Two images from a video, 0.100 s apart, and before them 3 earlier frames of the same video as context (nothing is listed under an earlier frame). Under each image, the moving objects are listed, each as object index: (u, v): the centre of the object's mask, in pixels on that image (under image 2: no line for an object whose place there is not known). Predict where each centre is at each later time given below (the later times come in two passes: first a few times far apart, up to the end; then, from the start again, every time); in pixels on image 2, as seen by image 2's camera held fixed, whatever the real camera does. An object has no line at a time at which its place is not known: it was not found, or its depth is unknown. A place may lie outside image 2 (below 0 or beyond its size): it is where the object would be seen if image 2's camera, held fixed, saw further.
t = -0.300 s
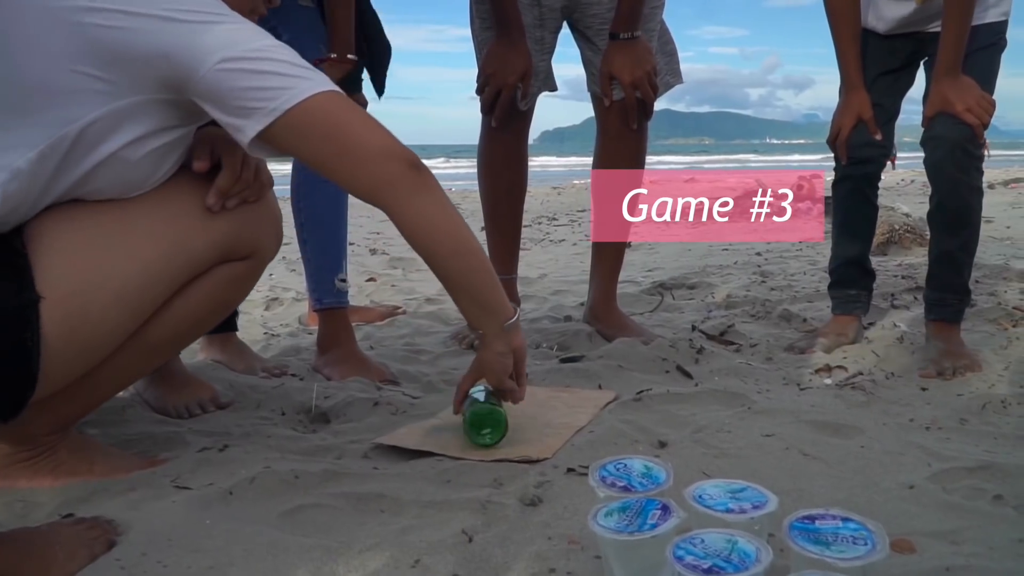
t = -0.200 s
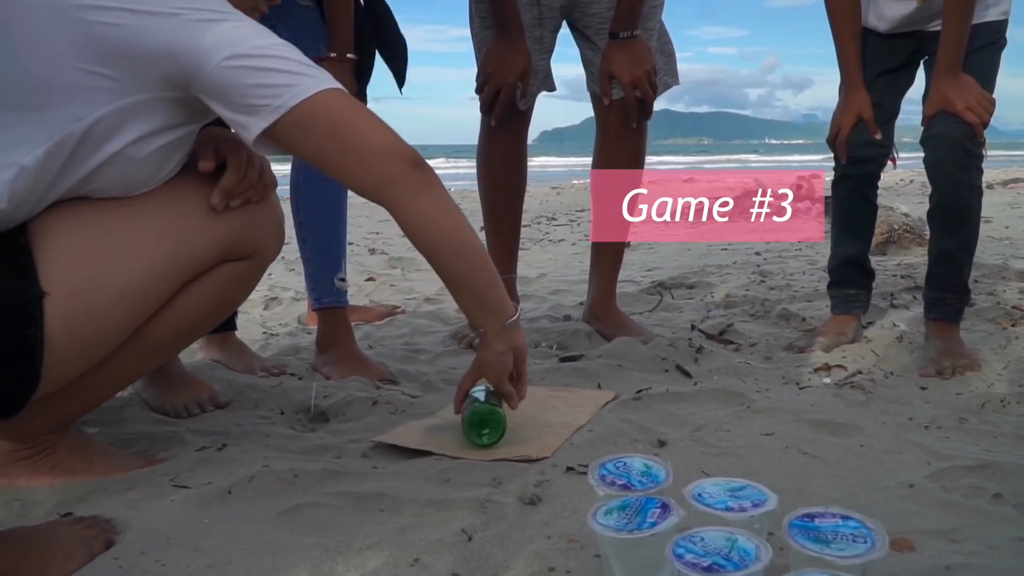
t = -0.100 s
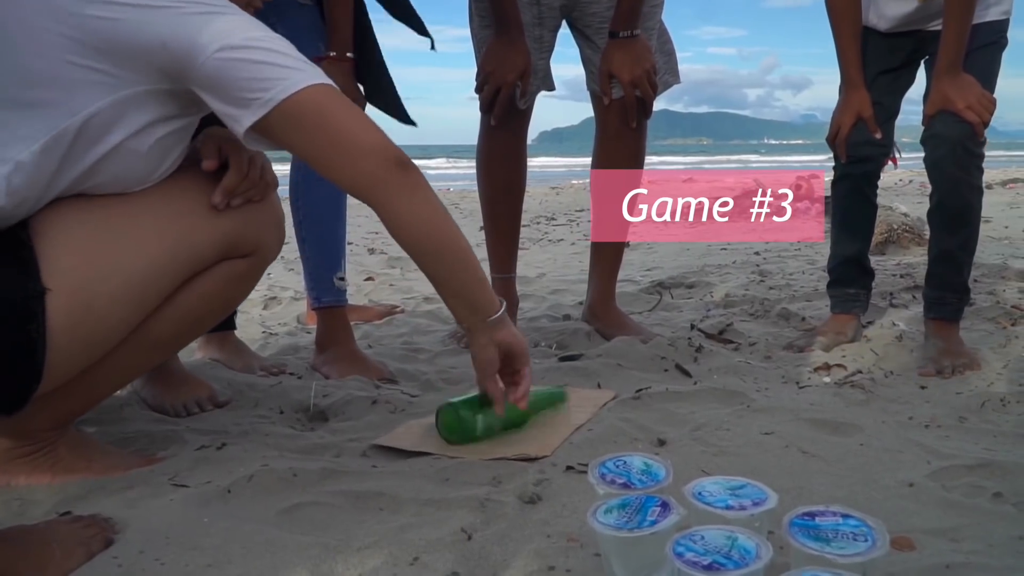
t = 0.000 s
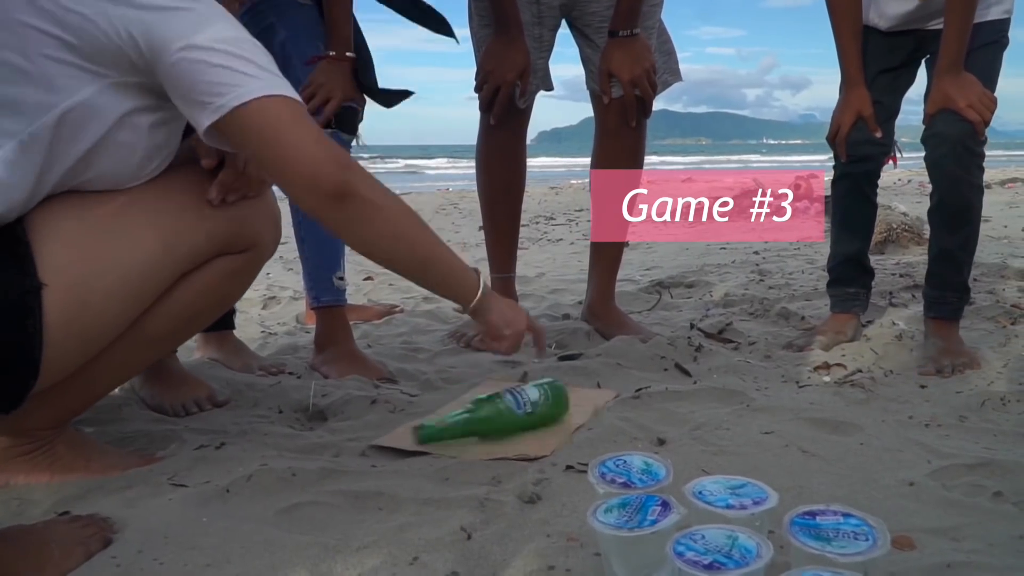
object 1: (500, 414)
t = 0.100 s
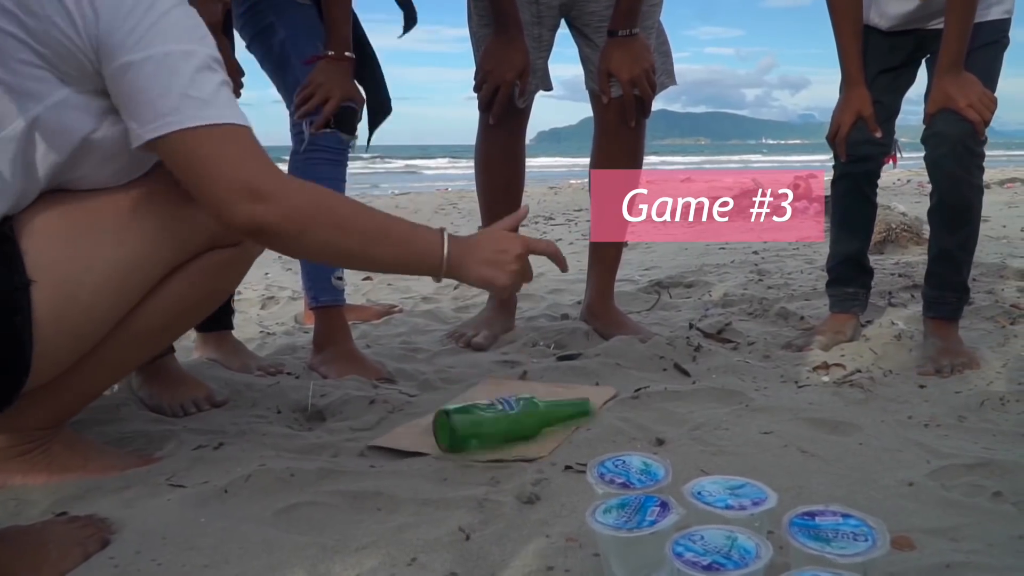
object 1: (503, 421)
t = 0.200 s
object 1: (499, 428)
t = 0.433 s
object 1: (487, 436)
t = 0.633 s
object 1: (481, 435)
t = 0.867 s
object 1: (463, 447)
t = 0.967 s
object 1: (437, 463)
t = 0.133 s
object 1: (510, 420)
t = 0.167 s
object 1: (505, 427)
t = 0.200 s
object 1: (499, 428)
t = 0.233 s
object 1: (499, 427)
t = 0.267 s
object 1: (507, 429)
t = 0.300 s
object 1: (492, 436)
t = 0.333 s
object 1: (492, 431)
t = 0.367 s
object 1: (496, 434)
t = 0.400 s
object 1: (491, 434)
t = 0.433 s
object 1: (487, 436)
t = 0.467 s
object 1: (481, 433)
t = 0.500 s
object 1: (483, 430)
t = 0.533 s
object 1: (488, 433)
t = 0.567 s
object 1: (477, 440)
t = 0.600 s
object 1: (473, 437)
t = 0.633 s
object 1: (481, 435)
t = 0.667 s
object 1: (484, 436)
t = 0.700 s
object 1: (480, 439)
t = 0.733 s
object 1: (472, 441)
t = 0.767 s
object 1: (464, 442)
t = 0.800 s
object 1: (461, 440)
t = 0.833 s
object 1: (463, 441)
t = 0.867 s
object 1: (463, 447)
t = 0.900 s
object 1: (449, 459)
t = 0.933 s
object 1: (438, 461)
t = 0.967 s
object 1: (437, 463)
